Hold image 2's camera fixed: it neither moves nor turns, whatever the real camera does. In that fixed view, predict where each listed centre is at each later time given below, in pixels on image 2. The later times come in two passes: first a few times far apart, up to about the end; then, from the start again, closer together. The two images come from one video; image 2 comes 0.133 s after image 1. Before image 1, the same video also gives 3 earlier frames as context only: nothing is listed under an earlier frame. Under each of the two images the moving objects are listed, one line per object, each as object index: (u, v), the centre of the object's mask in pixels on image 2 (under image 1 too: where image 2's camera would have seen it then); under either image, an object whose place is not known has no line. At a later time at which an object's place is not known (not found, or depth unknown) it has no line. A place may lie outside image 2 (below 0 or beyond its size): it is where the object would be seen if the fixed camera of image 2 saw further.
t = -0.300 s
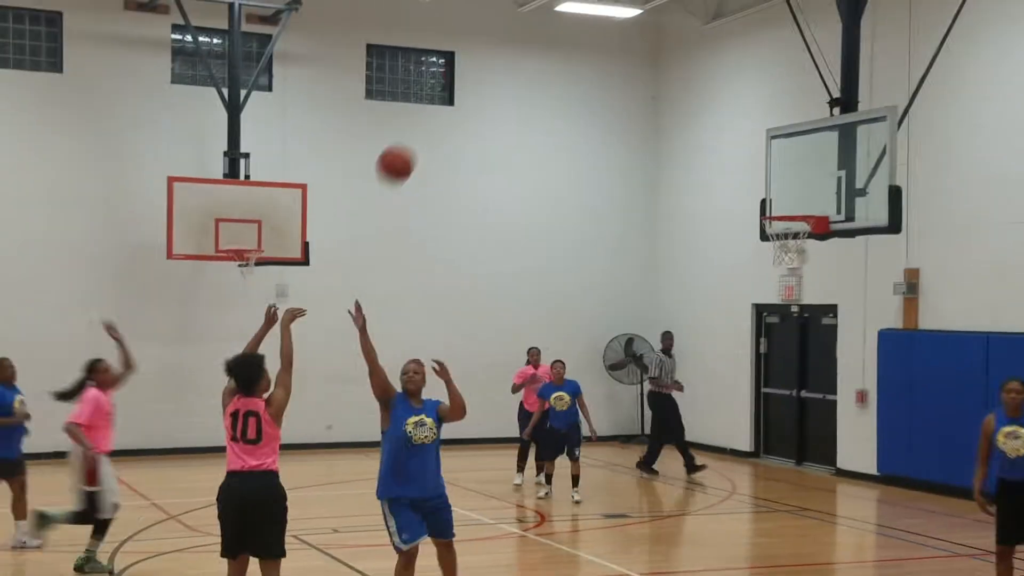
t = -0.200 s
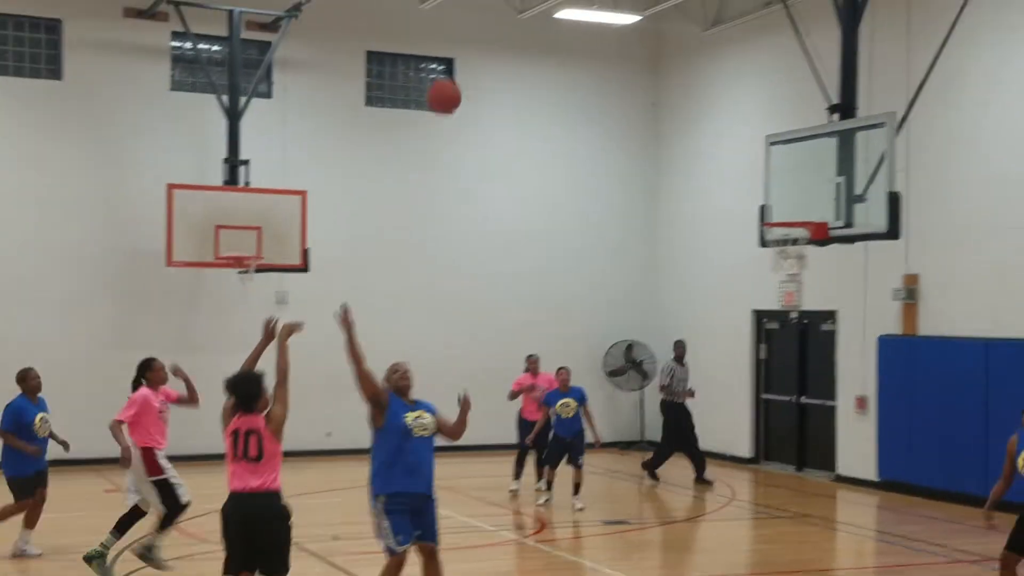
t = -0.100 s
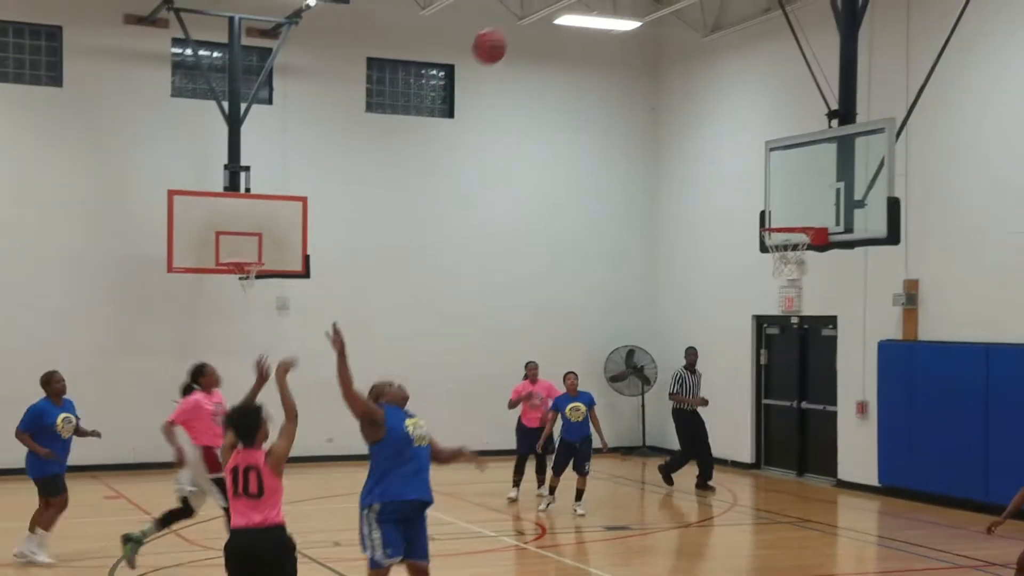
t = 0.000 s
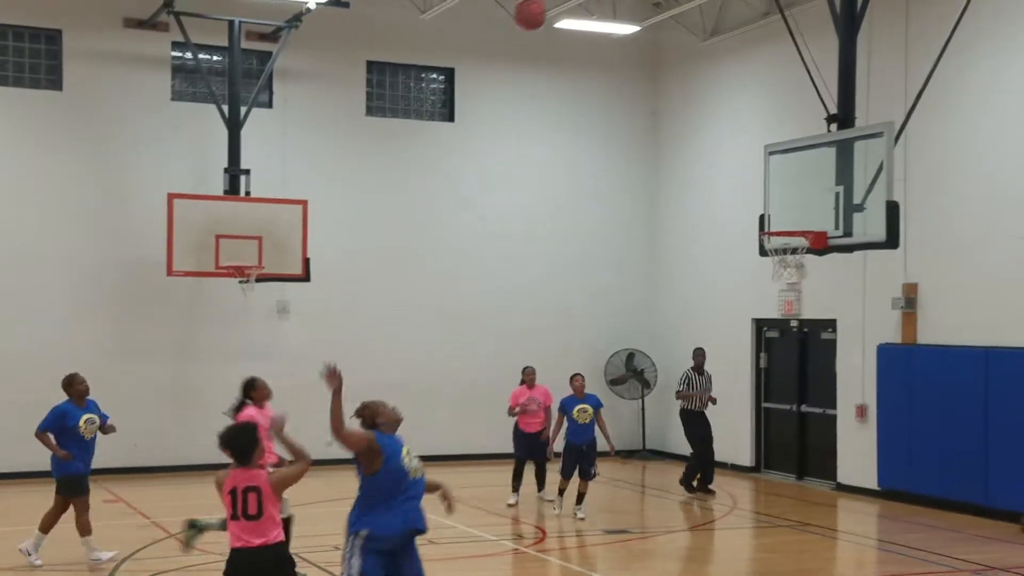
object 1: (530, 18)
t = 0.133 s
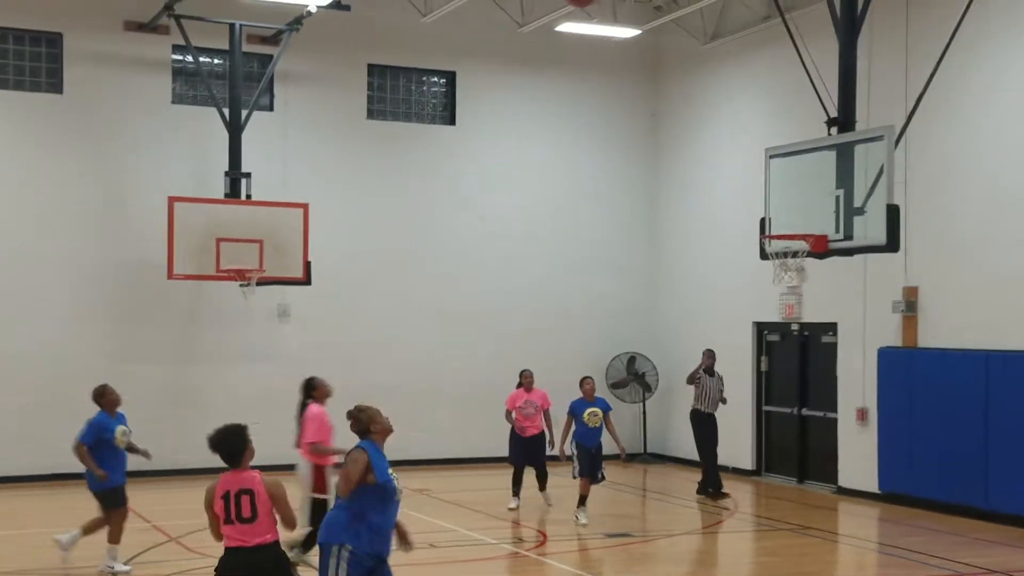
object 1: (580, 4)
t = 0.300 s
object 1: (634, 0)
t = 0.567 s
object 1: (707, 63)
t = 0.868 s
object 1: (772, 215)
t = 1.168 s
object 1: (816, 284)
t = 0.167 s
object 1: (592, 1)
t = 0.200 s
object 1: (602, 0)
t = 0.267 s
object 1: (623, 0)
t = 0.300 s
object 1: (634, 0)
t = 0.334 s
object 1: (645, 2)
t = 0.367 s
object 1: (654, 4)
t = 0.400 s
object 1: (664, 11)
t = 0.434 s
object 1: (673, 19)
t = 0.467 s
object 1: (682, 29)
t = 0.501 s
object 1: (691, 39)
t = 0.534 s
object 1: (699, 51)
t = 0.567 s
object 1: (707, 63)
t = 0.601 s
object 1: (715, 77)
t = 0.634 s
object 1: (722, 91)
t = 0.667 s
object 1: (730, 106)
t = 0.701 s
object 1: (737, 122)
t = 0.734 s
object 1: (744, 139)
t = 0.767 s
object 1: (752, 157)
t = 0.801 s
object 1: (758, 176)
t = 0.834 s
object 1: (765, 195)
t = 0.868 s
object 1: (772, 215)
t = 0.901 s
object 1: (779, 236)
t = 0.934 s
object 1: (785, 256)
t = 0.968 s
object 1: (790, 260)
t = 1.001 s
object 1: (794, 262)
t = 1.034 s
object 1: (800, 263)
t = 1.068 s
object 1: (804, 267)
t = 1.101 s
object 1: (808, 271)
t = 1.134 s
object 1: (812, 277)
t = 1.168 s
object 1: (816, 284)
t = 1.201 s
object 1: (820, 291)
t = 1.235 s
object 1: (823, 300)
